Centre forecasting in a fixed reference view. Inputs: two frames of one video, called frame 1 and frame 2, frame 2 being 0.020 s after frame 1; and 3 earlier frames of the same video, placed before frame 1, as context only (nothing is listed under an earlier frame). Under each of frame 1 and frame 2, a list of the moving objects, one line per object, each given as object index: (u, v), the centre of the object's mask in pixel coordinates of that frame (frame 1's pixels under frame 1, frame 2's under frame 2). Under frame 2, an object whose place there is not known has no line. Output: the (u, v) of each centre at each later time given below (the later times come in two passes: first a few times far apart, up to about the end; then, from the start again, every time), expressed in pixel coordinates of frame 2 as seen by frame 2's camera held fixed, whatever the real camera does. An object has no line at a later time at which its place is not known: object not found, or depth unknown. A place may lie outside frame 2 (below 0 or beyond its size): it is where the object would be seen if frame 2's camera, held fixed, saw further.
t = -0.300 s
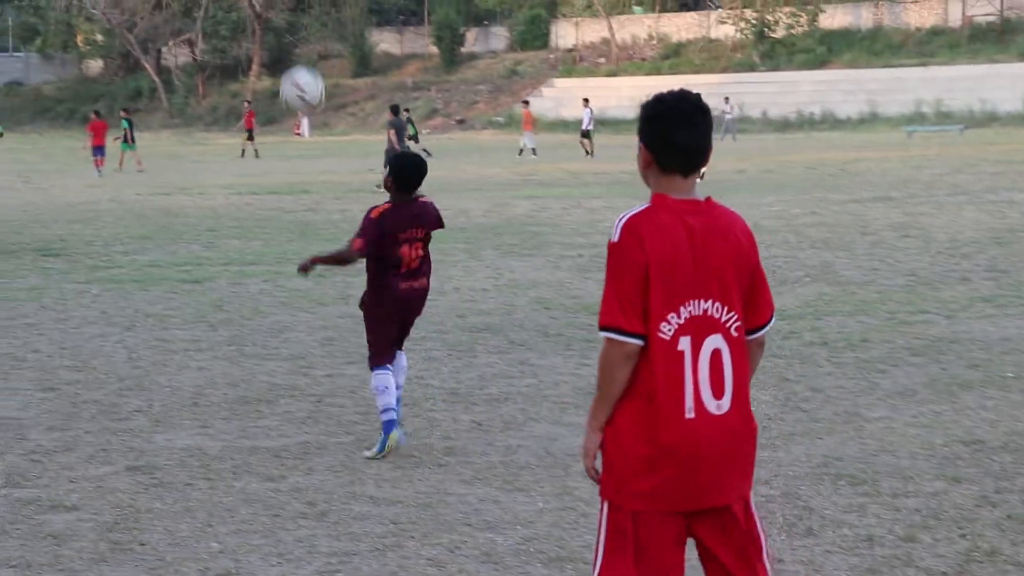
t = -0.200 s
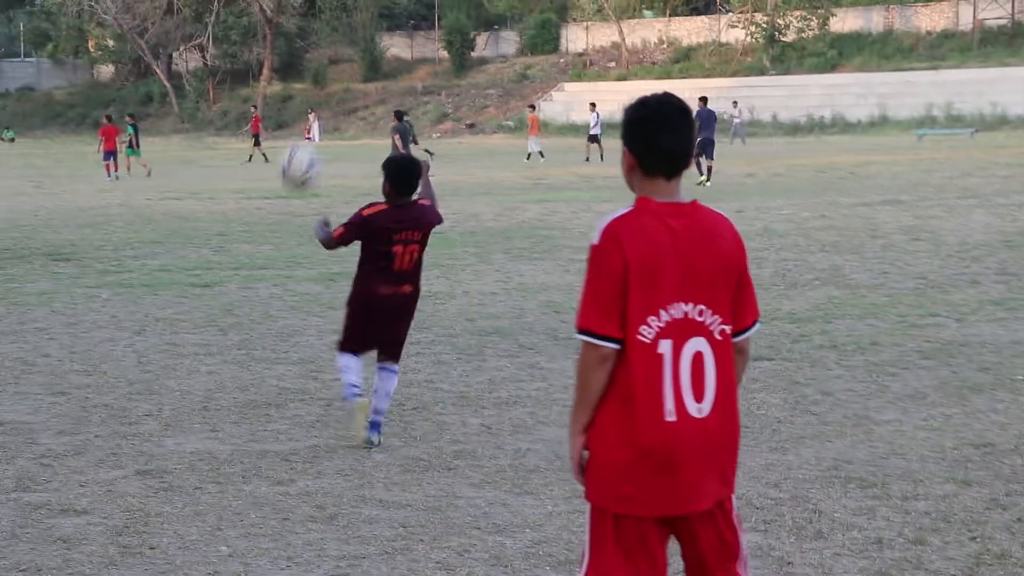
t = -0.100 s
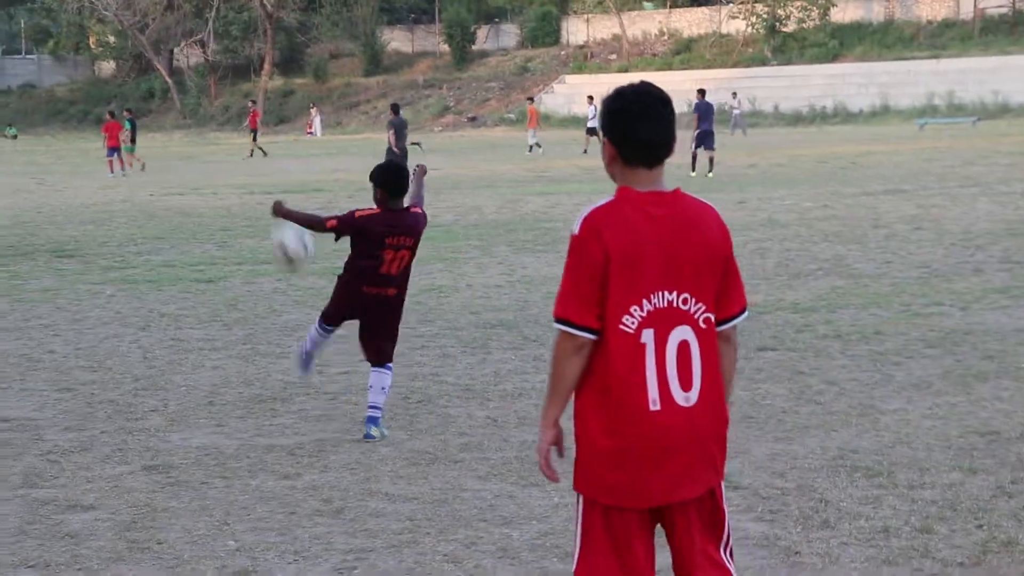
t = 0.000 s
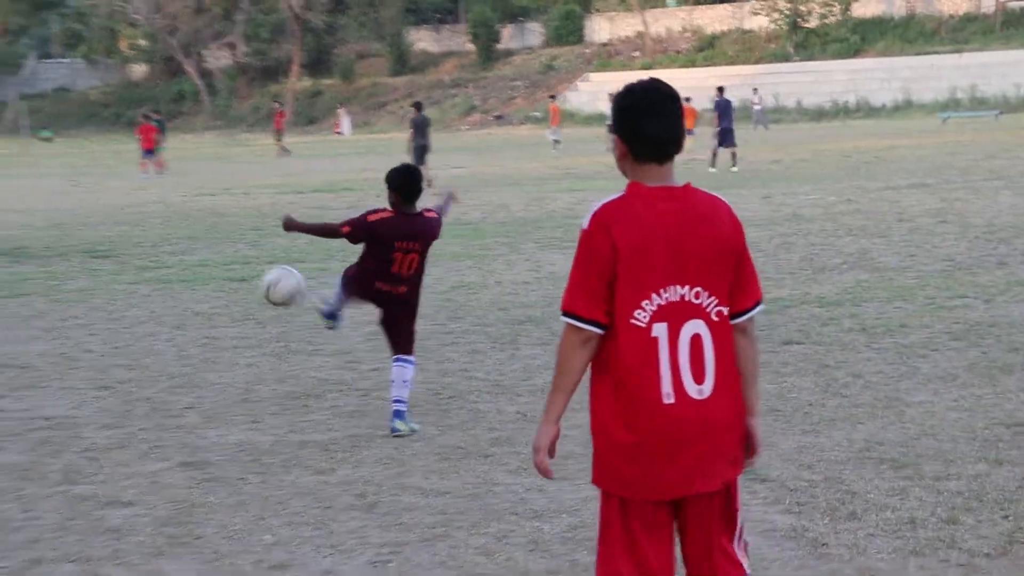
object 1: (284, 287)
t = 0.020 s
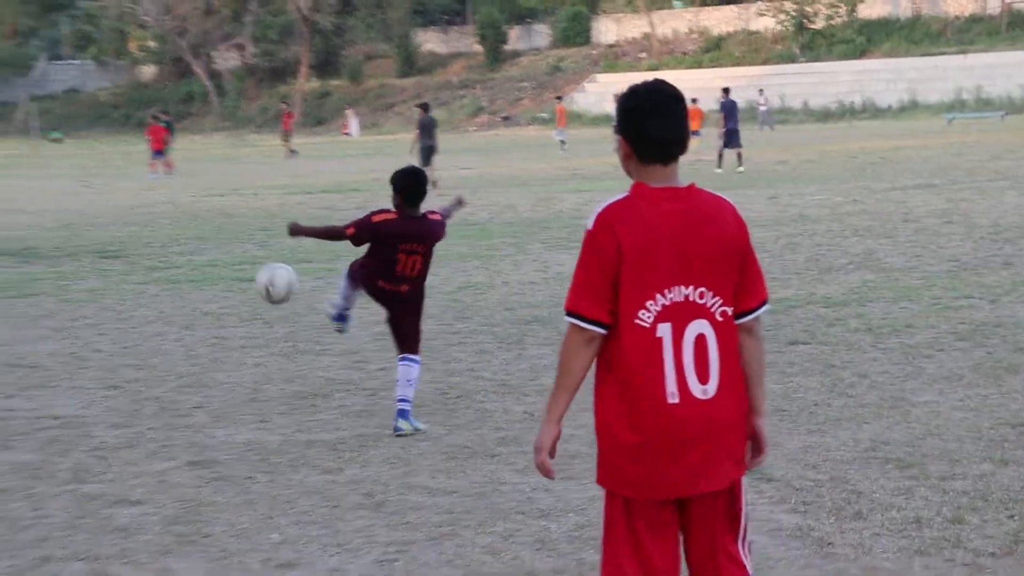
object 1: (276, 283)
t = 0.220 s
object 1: (140, 288)
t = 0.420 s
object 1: (5, 372)
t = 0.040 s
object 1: (263, 281)
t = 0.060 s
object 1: (249, 280)
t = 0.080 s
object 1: (235, 278)
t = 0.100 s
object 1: (220, 277)
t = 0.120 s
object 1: (207, 276)
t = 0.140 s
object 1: (192, 277)
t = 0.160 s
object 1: (177, 280)
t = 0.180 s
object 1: (164, 283)
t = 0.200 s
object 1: (151, 286)
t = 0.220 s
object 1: (140, 288)
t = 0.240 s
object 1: (124, 292)
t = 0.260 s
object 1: (110, 300)
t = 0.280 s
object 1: (98, 306)
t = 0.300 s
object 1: (84, 311)
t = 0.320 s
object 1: (69, 321)
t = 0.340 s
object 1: (57, 330)
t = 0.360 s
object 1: (43, 339)
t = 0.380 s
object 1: (29, 349)
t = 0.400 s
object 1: (19, 360)
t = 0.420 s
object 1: (5, 372)
